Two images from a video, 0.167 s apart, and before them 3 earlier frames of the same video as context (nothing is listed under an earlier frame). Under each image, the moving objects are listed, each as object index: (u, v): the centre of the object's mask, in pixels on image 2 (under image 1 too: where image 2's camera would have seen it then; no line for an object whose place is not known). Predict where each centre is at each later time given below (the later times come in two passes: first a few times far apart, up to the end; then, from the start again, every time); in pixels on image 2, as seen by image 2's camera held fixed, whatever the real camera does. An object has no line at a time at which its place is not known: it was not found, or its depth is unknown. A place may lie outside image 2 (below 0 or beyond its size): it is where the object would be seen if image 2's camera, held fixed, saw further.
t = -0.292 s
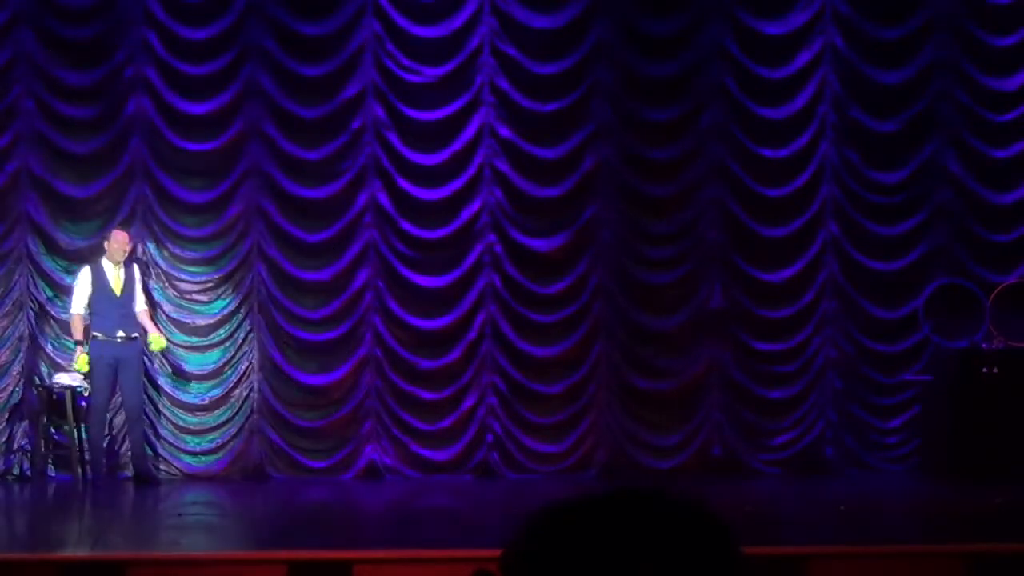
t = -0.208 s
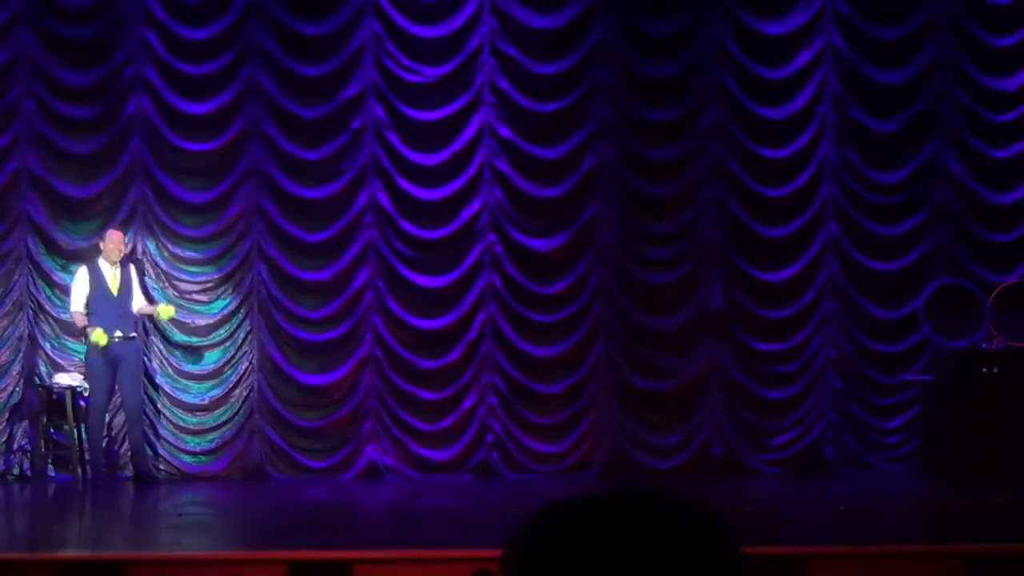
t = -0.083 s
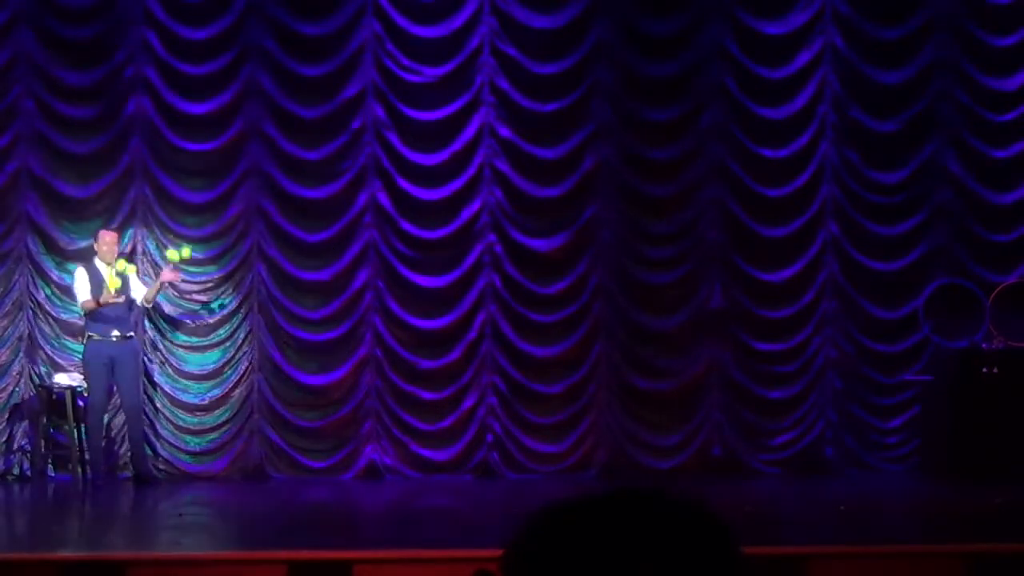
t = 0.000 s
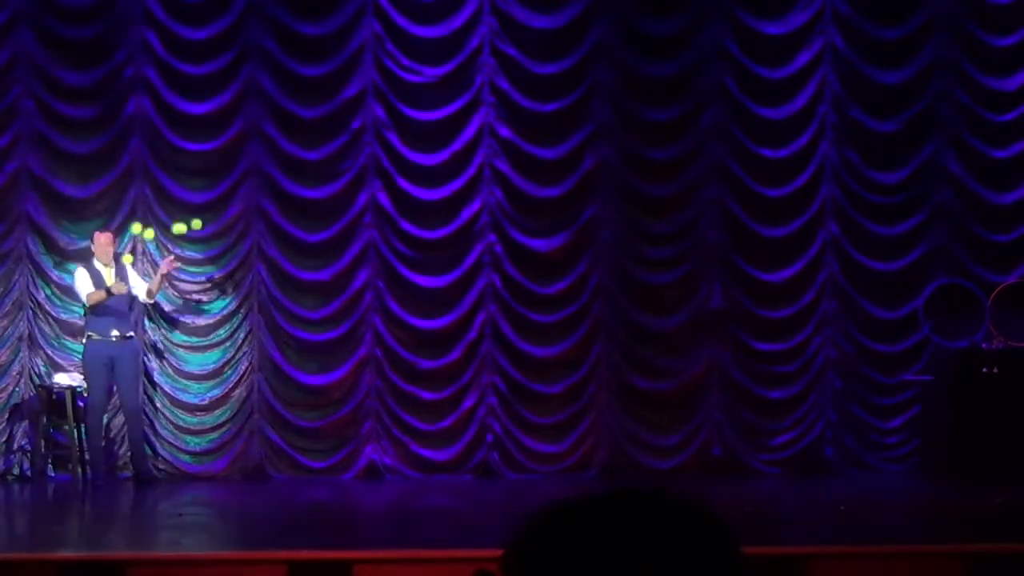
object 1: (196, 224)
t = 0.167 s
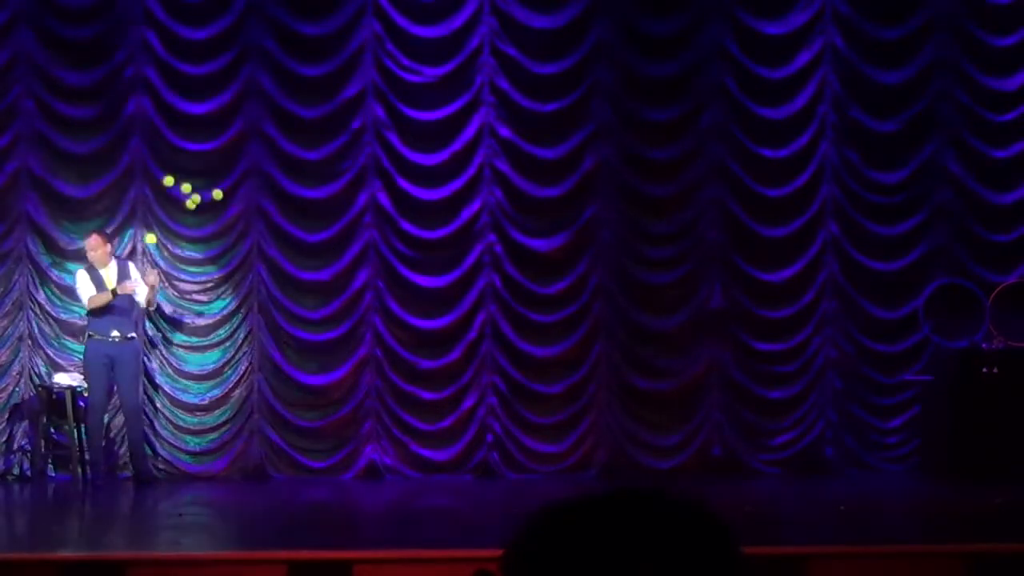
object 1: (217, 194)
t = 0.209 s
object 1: (223, 192)
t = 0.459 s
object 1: (255, 230)
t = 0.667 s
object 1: (281, 329)
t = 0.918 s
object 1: (310, 501)
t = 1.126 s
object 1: (321, 502)
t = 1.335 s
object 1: (324, 503)
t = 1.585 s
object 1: (324, 502)
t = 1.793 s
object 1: (324, 502)
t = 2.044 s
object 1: (324, 502)
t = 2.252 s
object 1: (323, 502)
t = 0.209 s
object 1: (223, 192)
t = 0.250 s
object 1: (228, 193)
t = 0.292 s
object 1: (233, 196)
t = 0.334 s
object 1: (238, 200)
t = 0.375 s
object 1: (244, 208)
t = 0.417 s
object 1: (249, 218)
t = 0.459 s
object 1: (255, 230)
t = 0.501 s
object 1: (260, 245)
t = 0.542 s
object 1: (265, 263)
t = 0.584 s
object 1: (270, 282)
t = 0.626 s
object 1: (275, 305)
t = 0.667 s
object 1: (281, 329)
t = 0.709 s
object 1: (286, 356)
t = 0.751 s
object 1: (291, 385)
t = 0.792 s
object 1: (296, 418)
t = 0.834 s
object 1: (301, 453)
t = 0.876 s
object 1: (307, 491)
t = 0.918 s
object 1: (310, 501)
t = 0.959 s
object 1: (313, 502)
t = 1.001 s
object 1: (314, 503)
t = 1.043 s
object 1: (317, 503)
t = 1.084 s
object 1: (319, 503)
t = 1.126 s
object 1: (321, 502)
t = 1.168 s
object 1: (322, 502)
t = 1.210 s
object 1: (323, 502)
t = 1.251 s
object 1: (324, 502)
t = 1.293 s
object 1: (324, 503)
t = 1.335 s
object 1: (324, 503)
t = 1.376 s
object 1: (324, 502)
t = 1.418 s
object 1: (324, 502)
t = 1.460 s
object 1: (324, 502)
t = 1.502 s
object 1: (324, 503)
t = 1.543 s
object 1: (324, 502)
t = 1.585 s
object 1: (324, 502)
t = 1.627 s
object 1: (324, 502)
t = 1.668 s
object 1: (324, 502)
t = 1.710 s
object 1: (324, 502)
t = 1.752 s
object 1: (324, 502)
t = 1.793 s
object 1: (324, 502)
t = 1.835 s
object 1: (324, 502)
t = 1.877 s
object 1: (324, 502)
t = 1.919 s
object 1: (324, 502)
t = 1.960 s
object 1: (324, 502)
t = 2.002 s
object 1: (324, 502)
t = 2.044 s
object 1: (324, 502)
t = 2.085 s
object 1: (324, 502)
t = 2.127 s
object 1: (323, 502)
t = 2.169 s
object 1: (323, 502)
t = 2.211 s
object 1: (323, 502)
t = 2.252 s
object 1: (323, 502)
